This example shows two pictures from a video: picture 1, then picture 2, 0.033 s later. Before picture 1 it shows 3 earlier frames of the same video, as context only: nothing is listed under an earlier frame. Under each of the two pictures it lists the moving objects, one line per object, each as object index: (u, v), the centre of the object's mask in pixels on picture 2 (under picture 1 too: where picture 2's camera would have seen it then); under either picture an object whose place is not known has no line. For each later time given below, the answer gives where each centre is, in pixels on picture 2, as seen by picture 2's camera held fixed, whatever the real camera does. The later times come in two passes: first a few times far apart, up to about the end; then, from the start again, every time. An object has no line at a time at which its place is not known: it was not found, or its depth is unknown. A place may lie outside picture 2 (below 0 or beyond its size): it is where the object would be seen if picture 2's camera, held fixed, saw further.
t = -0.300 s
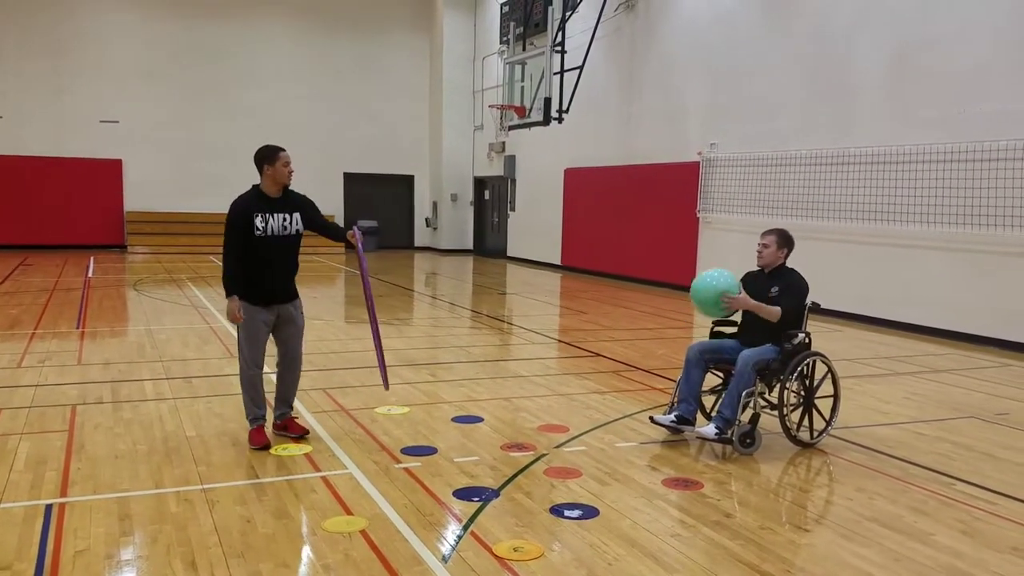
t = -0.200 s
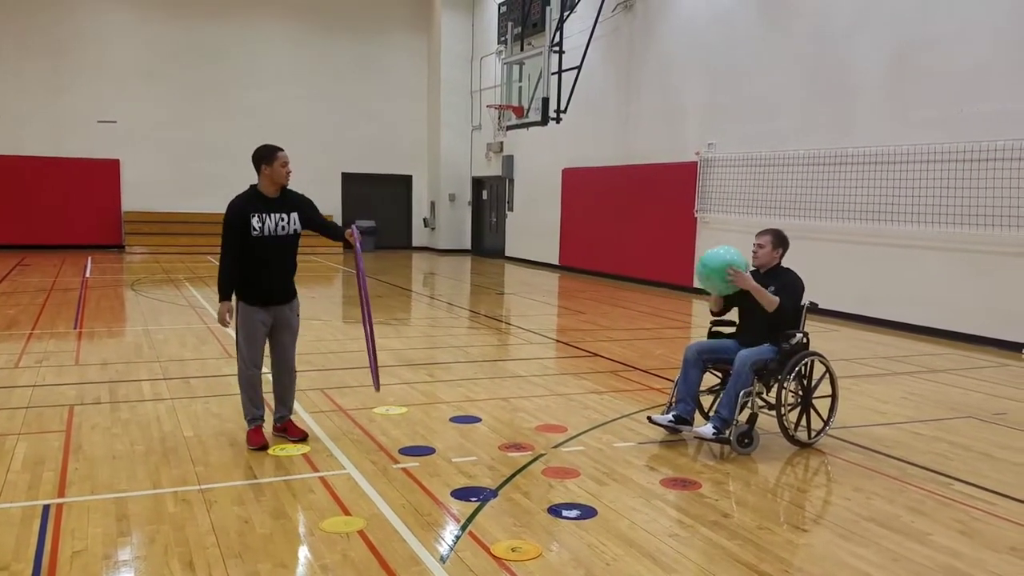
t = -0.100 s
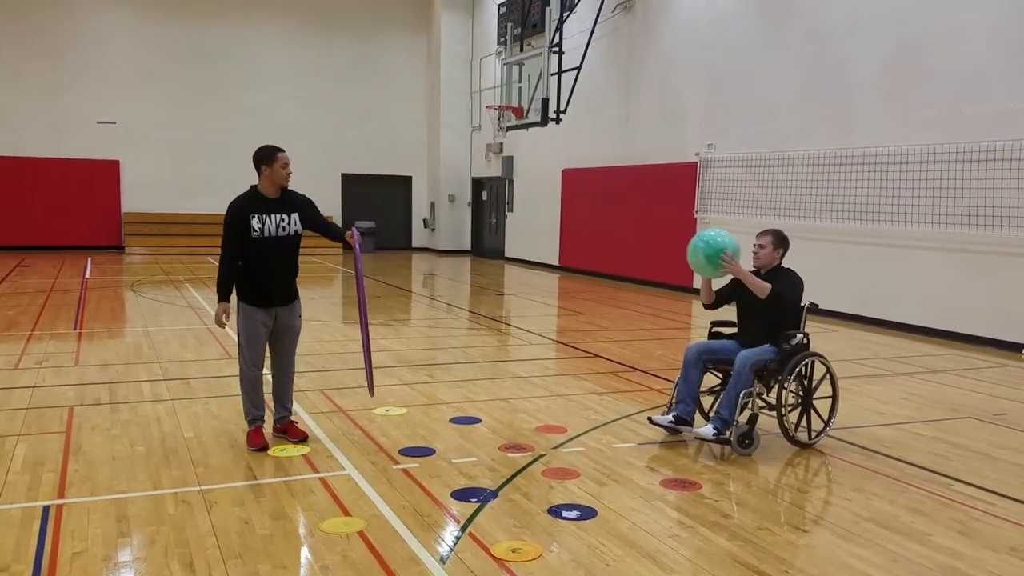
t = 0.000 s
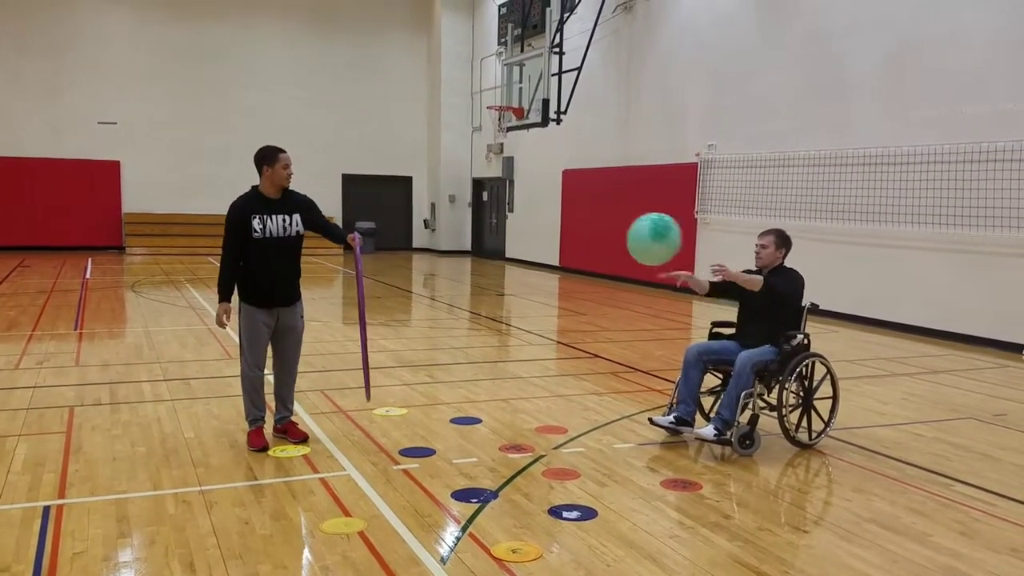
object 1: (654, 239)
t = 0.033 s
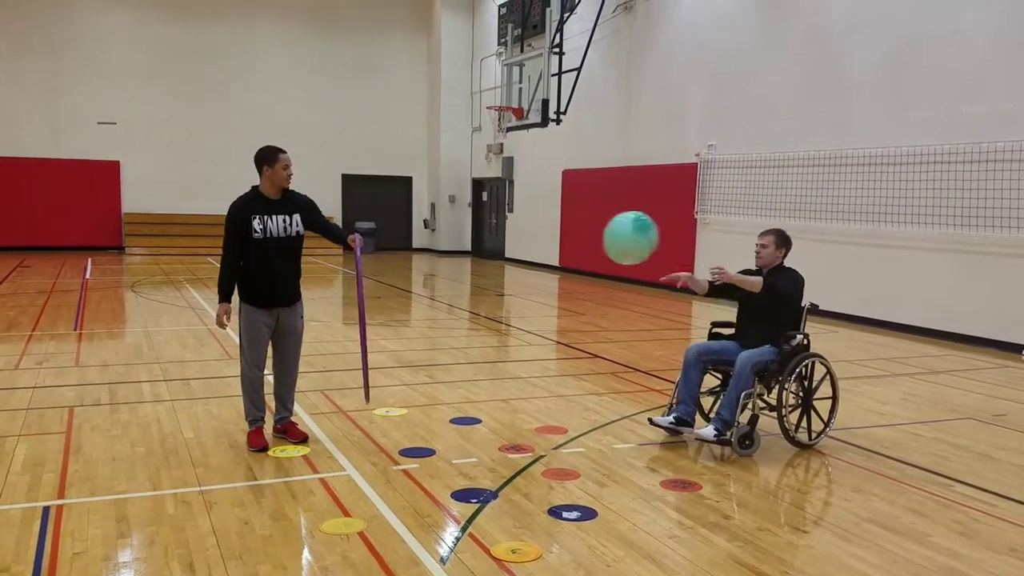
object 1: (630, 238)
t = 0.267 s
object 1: (459, 277)
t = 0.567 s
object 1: (246, 462)
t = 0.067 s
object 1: (606, 238)
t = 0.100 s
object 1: (583, 240)
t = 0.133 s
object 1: (559, 244)
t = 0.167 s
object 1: (534, 249)
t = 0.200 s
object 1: (508, 257)
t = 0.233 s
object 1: (484, 267)
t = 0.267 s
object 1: (459, 277)
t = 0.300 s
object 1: (434, 290)
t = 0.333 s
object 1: (409, 305)
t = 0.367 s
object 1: (385, 322)
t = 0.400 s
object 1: (355, 342)
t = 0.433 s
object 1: (336, 362)
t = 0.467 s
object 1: (311, 385)
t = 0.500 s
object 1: (288, 411)
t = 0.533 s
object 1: (264, 441)
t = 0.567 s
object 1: (246, 462)
